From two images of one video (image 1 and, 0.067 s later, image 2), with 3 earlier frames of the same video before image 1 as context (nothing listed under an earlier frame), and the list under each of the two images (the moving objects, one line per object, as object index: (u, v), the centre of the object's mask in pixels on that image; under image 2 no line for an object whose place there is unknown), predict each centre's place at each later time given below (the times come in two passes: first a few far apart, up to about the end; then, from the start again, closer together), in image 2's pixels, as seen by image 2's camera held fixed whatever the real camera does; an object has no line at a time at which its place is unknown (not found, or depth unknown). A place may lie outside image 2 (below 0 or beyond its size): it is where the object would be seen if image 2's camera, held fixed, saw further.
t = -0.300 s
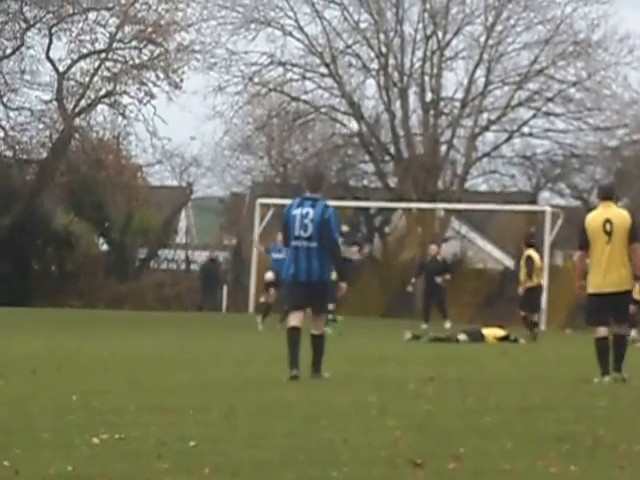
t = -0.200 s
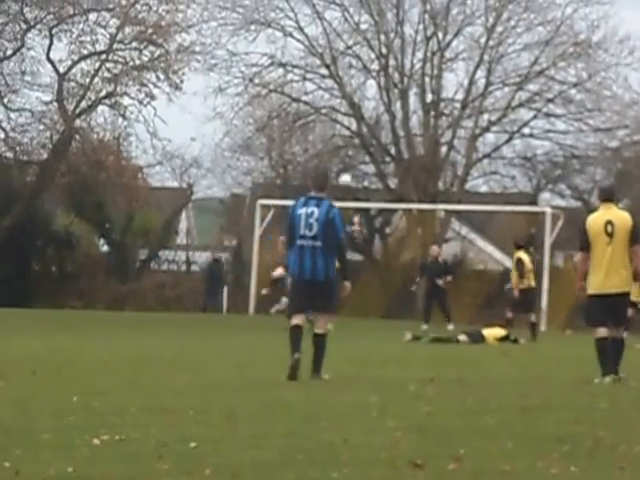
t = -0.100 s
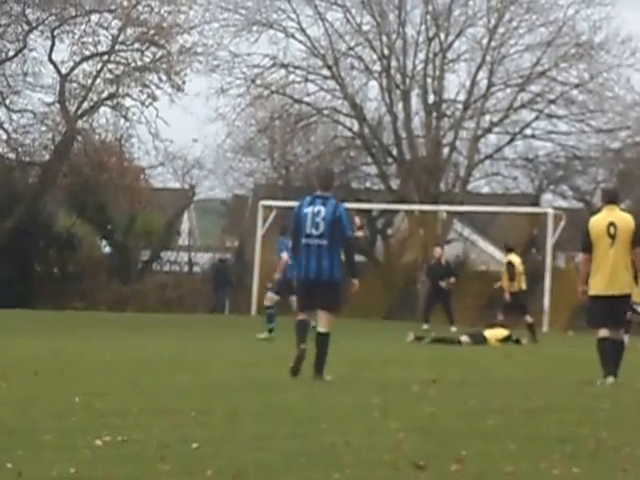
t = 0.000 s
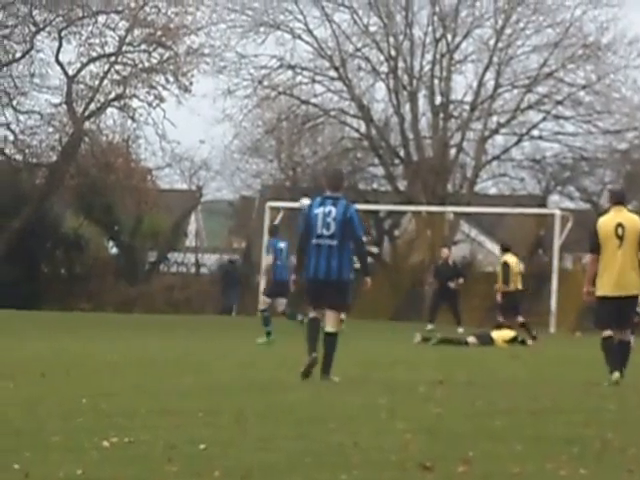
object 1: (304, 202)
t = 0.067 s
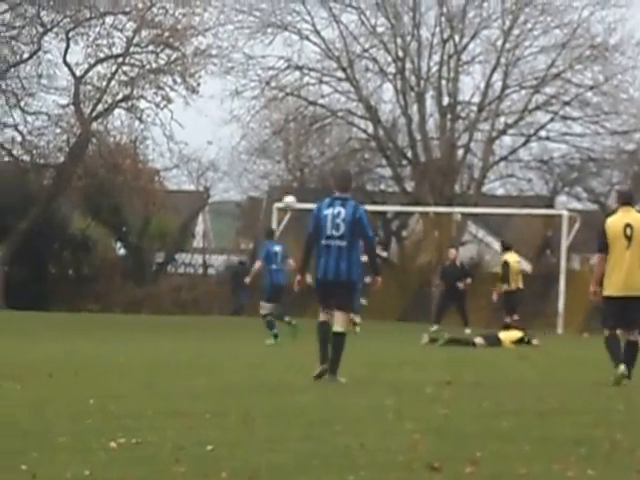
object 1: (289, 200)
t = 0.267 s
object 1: (218, 207)
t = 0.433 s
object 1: (157, 232)
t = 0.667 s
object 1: (72, 299)
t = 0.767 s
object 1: (35, 323)
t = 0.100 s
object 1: (277, 199)
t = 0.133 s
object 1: (265, 200)
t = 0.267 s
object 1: (218, 207)
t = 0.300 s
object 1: (206, 210)
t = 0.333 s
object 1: (194, 214)
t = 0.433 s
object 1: (157, 232)
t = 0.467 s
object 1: (145, 240)
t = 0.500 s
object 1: (134, 247)
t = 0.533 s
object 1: (121, 257)
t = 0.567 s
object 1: (109, 266)
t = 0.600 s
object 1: (96, 276)
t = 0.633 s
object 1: (84, 287)
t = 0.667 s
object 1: (72, 299)
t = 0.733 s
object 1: (45, 324)
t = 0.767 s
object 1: (35, 323)
